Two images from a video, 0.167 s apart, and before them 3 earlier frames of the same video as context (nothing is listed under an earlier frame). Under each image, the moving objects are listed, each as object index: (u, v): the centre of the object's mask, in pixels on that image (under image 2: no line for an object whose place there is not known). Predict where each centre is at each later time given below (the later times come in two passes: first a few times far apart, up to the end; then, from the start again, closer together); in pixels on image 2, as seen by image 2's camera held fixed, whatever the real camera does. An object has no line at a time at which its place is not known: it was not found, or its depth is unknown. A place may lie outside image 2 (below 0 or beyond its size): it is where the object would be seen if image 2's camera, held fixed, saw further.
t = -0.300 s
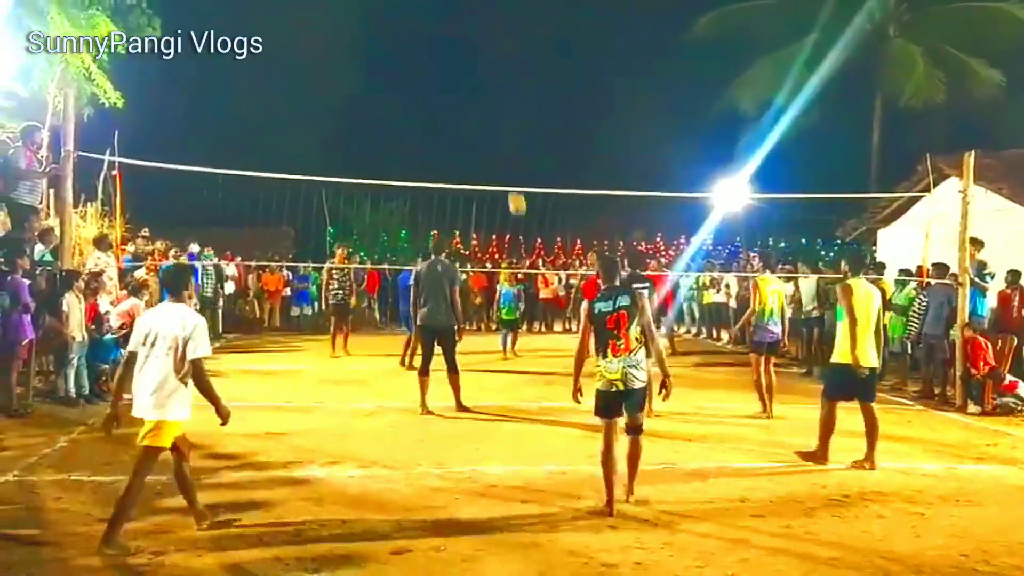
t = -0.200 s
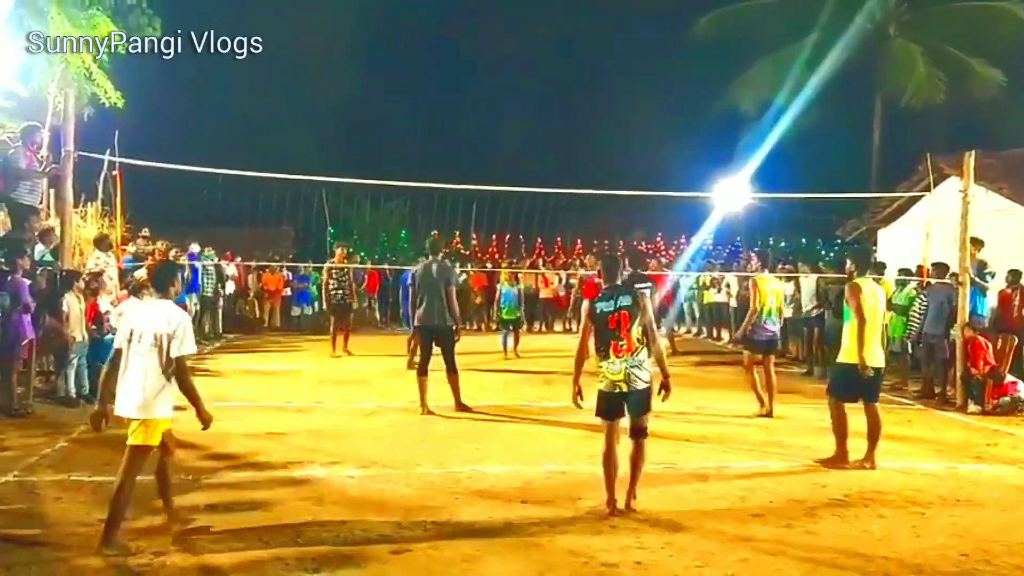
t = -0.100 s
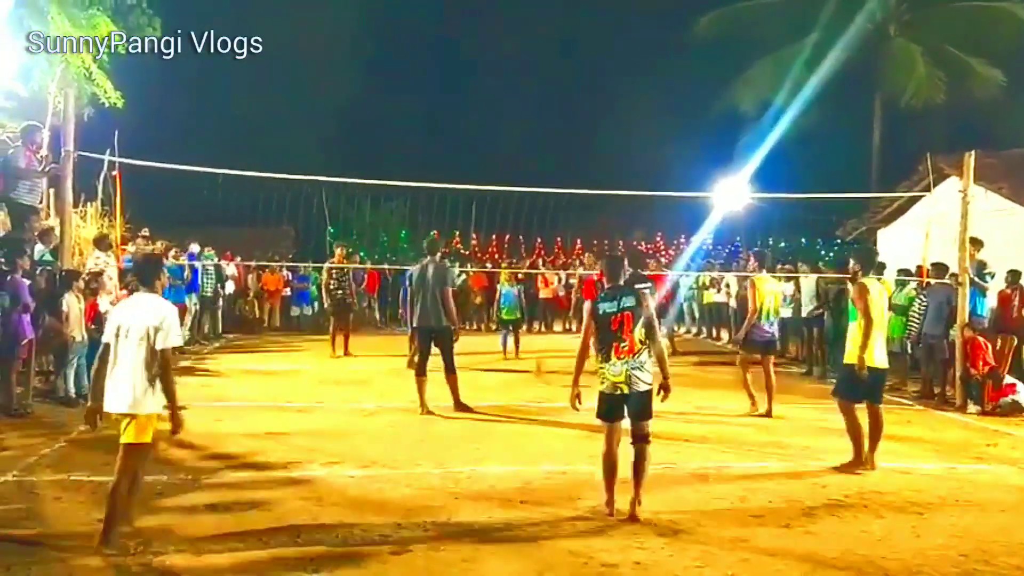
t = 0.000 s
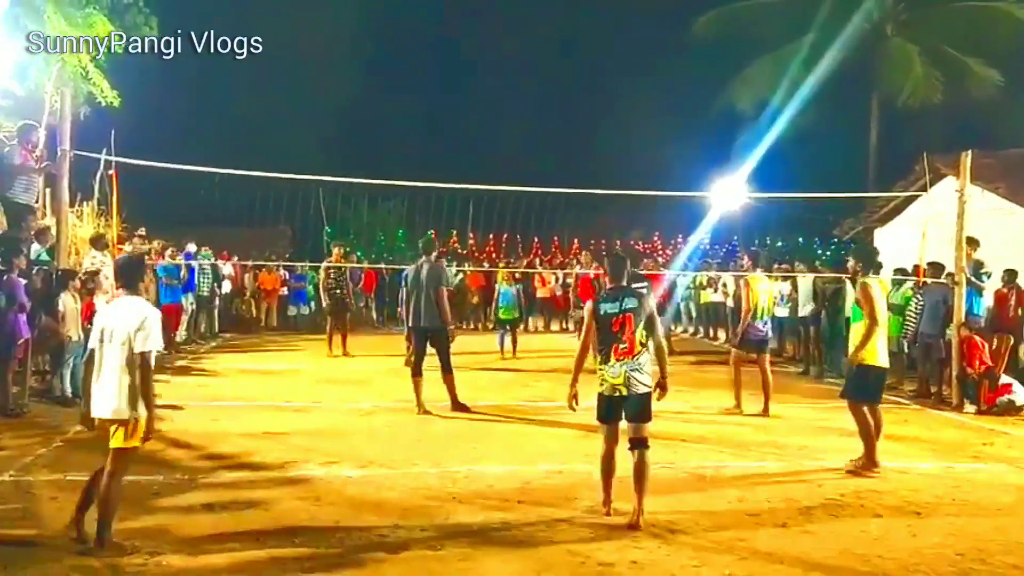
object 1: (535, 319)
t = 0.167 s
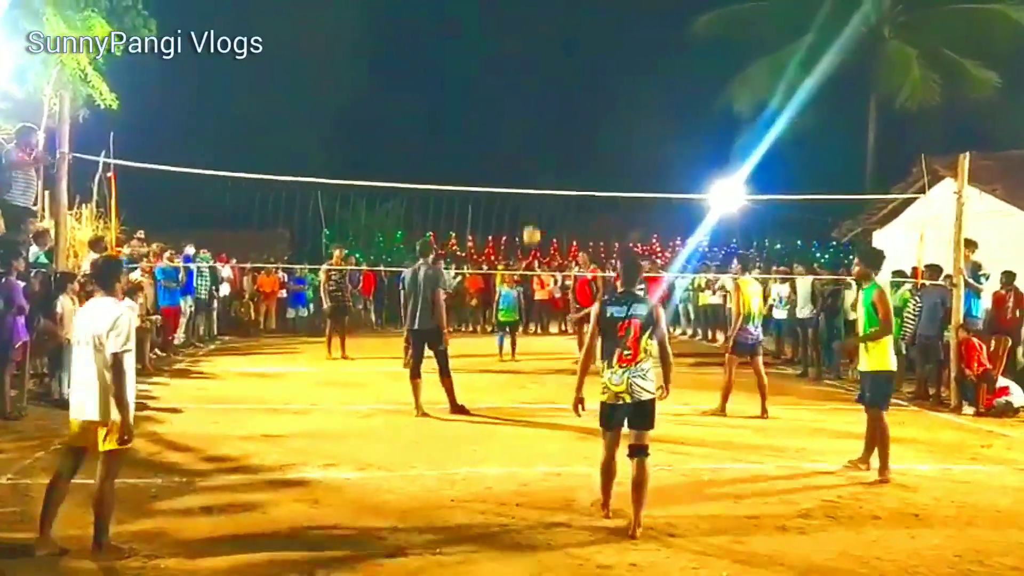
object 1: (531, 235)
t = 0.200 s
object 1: (531, 219)
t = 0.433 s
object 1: (526, 134)
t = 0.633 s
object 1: (522, 98)
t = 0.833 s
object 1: (517, 84)
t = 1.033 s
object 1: (511, 106)
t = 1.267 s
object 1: (504, 169)
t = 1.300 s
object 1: (503, 180)
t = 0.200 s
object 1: (531, 219)
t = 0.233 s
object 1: (530, 205)
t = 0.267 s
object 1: (529, 191)
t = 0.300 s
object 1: (528, 178)
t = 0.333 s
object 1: (528, 166)
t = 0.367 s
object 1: (527, 155)
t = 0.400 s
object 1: (526, 144)
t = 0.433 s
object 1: (526, 134)
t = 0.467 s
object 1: (525, 126)
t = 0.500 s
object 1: (524, 110)
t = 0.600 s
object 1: (523, 104)
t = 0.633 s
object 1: (522, 98)
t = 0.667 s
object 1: (521, 90)
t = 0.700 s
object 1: (520, 88)
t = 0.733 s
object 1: (519, 85)
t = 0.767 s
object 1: (518, 84)
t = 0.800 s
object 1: (518, 84)
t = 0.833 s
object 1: (517, 84)
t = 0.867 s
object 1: (516, 86)
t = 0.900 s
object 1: (515, 88)
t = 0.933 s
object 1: (514, 91)
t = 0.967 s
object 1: (513, 95)
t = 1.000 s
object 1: (512, 100)
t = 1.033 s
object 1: (511, 106)
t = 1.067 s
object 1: (510, 113)
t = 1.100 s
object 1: (509, 120)
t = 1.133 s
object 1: (508, 128)
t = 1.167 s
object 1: (507, 137)
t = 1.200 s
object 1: (506, 146)
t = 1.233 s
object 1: (505, 157)
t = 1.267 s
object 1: (504, 169)
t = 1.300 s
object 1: (503, 180)
